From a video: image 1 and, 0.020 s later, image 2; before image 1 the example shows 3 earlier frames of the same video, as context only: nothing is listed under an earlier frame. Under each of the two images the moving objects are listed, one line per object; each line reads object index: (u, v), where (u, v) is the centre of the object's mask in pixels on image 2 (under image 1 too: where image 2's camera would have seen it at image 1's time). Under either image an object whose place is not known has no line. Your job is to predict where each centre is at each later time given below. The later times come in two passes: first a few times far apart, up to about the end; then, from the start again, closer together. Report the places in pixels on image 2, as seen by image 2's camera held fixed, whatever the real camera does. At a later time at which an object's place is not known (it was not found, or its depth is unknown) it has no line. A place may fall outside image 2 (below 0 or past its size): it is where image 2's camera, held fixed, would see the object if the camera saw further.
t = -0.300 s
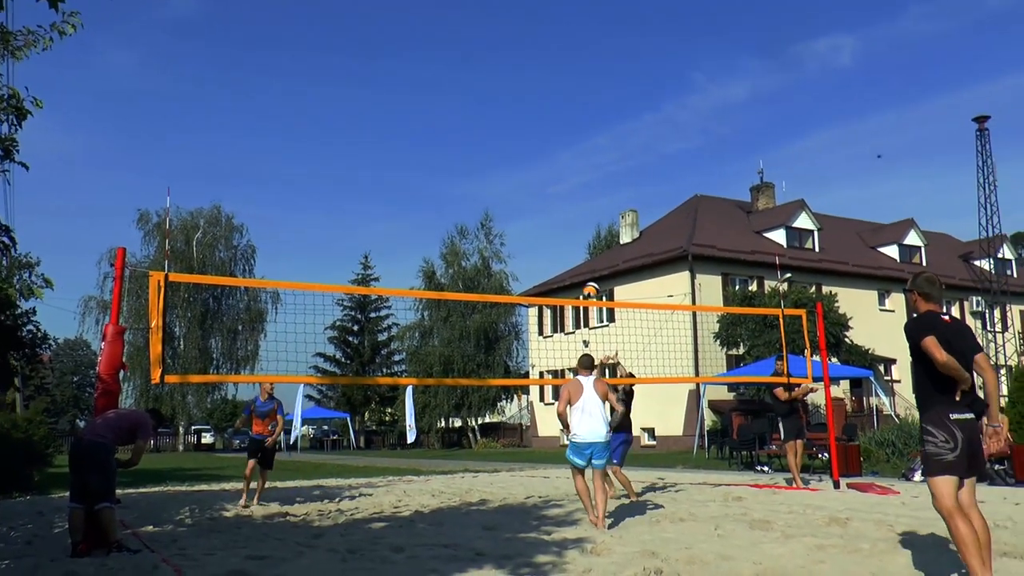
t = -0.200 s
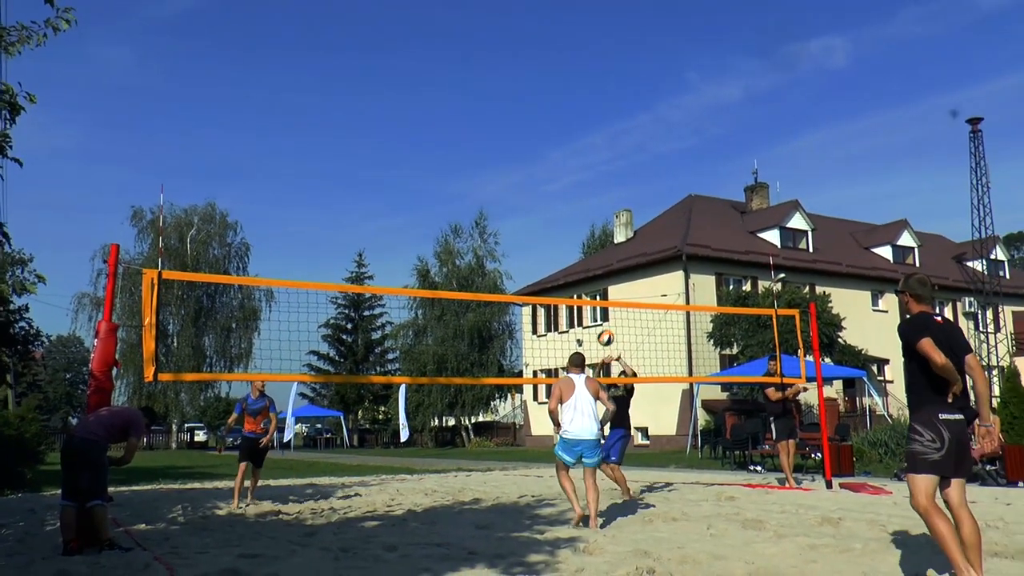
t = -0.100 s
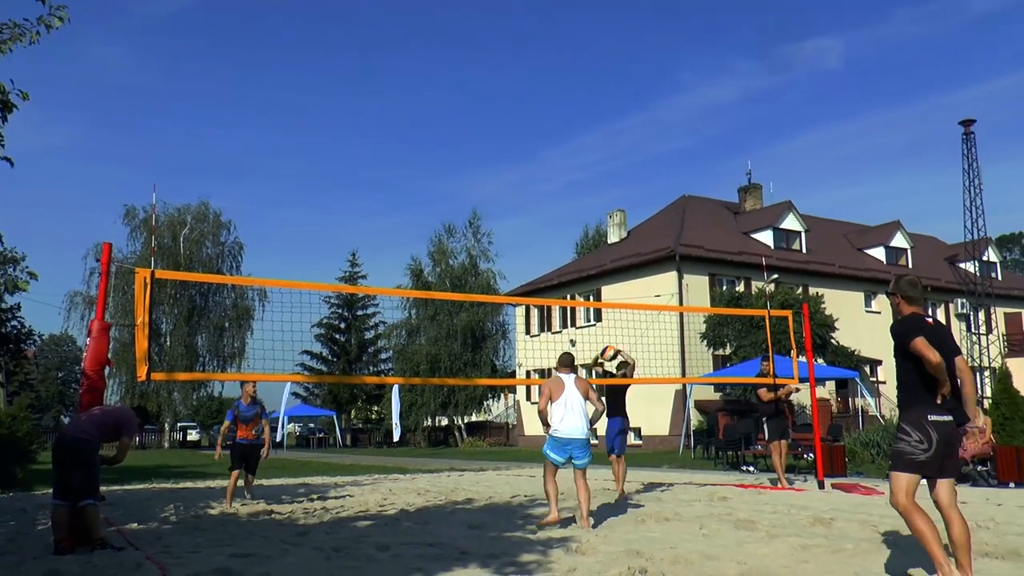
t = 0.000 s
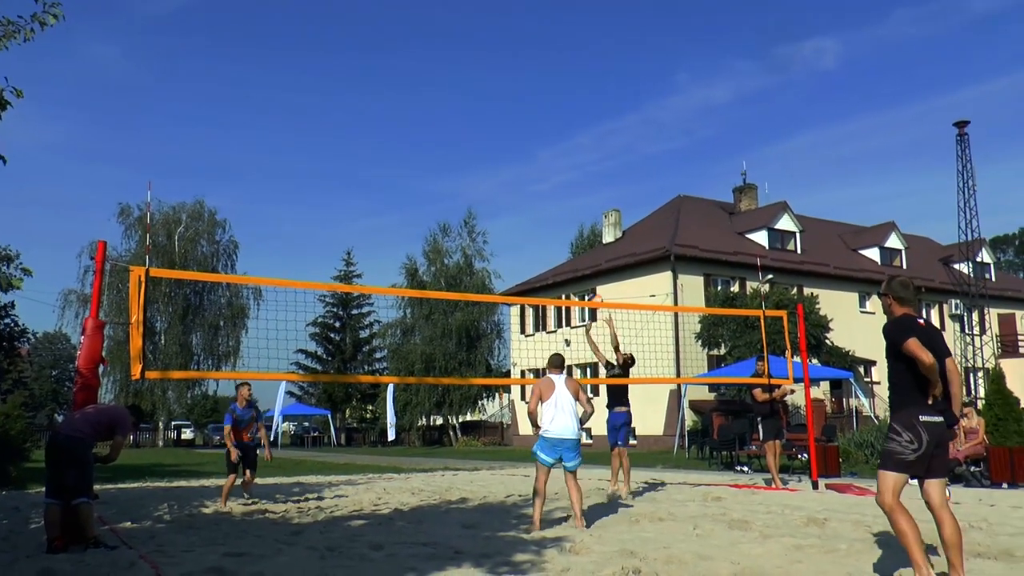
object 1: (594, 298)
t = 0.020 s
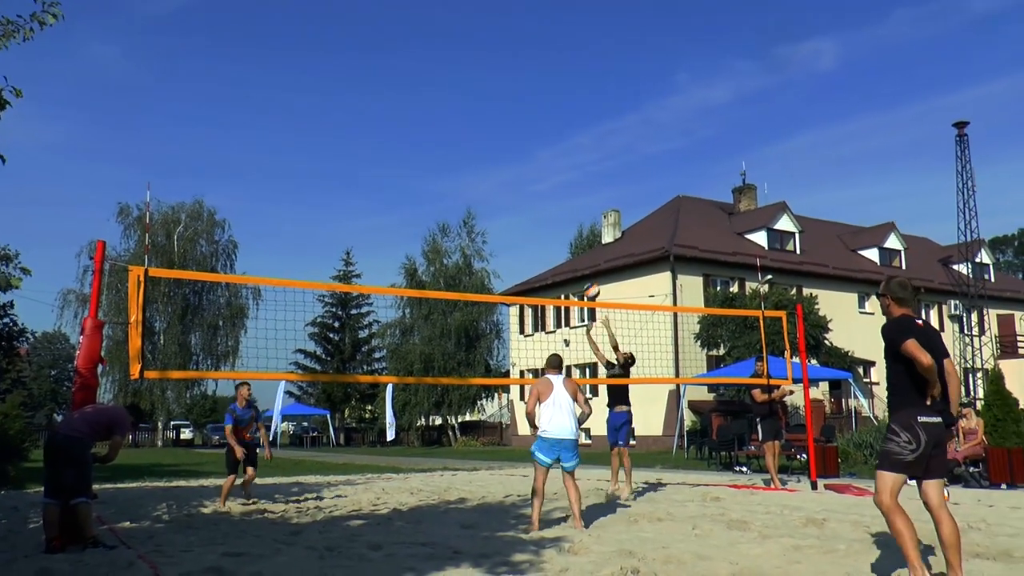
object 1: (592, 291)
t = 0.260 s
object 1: (568, 186)
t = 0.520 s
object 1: (546, 119)
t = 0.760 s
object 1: (529, 98)
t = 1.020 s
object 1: (511, 123)
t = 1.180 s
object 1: (501, 166)
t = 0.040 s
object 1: (589, 280)
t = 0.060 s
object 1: (587, 270)
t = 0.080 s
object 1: (585, 260)
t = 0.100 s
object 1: (583, 250)
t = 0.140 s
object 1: (579, 232)
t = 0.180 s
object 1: (575, 216)
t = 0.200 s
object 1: (574, 208)
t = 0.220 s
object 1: (572, 201)
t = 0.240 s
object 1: (570, 193)
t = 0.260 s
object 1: (568, 186)
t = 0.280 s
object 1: (567, 179)
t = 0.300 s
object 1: (565, 173)
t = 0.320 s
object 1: (563, 166)
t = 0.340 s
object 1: (562, 160)
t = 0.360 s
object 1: (560, 155)
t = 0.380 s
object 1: (558, 149)
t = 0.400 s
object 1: (556, 144)
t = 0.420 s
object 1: (554, 139)
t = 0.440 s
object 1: (553, 135)
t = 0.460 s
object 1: (551, 130)
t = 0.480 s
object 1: (549, 126)
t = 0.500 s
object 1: (548, 122)
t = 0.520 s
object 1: (546, 119)
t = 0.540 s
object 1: (545, 115)
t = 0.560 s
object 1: (544, 112)
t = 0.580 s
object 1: (542, 110)
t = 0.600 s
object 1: (541, 107)
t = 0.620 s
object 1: (539, 105)
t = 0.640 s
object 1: (537, 103)
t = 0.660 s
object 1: (536, 102)
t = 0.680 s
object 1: (535, 100)
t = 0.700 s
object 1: (533, 99)
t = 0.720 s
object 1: (532, 99)
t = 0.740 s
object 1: (530, 98)
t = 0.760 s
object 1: (529, 98)
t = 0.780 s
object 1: (528, 98)
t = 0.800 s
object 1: (526, 99)
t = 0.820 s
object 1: (524, 100)
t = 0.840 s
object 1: (523, 101)
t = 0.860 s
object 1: (522, 102)
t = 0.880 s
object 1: (521, 103)
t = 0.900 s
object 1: (519, 106)
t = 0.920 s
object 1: (518, 108)
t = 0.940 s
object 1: (516, 111)
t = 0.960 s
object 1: (515, 113)
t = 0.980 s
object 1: (514, 116)
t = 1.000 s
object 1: (513, 120)
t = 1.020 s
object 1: (511, 123)
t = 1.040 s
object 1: (510, 128)
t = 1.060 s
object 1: (509, 132)
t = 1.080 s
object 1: (508, 137)
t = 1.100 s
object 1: (506, 142)
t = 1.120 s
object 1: (505, 147)
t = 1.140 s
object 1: (504, 153)
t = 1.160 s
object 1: (502, 159)
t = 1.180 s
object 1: (501, 166)
